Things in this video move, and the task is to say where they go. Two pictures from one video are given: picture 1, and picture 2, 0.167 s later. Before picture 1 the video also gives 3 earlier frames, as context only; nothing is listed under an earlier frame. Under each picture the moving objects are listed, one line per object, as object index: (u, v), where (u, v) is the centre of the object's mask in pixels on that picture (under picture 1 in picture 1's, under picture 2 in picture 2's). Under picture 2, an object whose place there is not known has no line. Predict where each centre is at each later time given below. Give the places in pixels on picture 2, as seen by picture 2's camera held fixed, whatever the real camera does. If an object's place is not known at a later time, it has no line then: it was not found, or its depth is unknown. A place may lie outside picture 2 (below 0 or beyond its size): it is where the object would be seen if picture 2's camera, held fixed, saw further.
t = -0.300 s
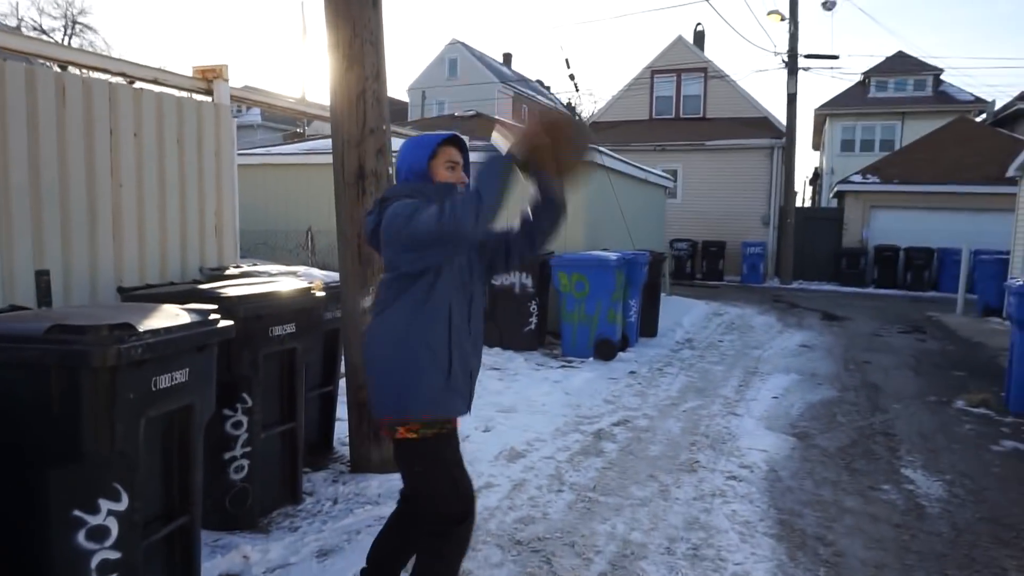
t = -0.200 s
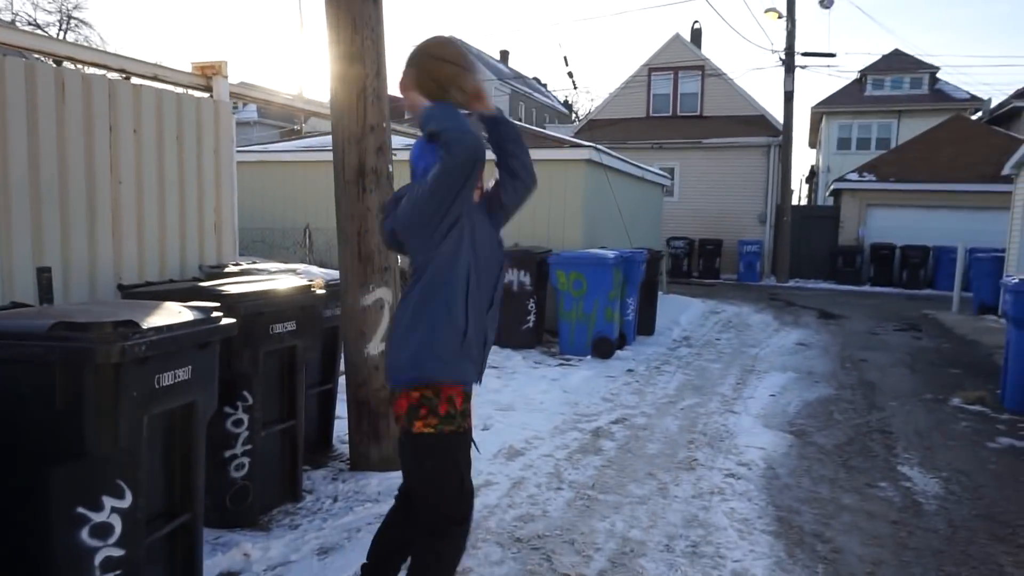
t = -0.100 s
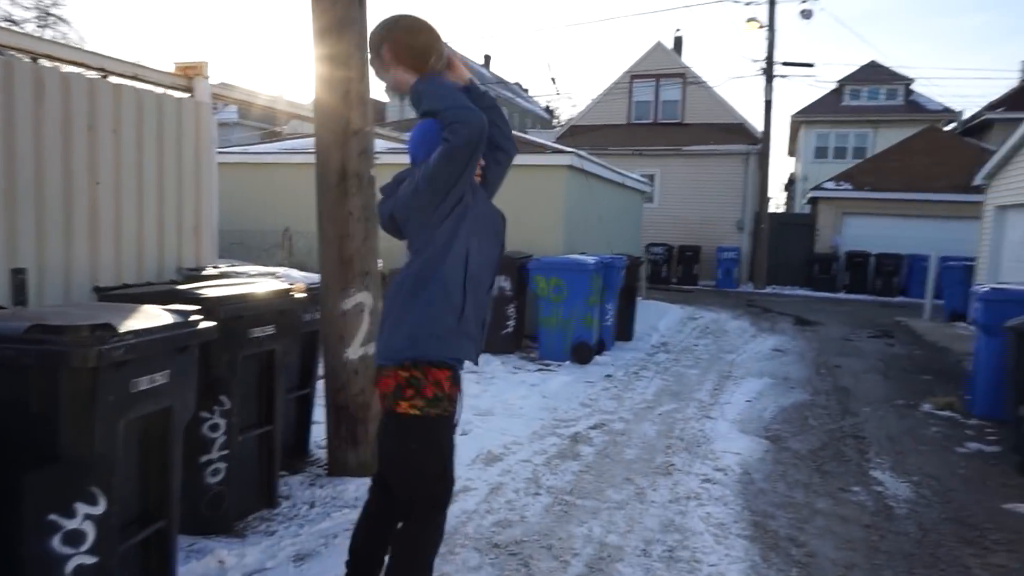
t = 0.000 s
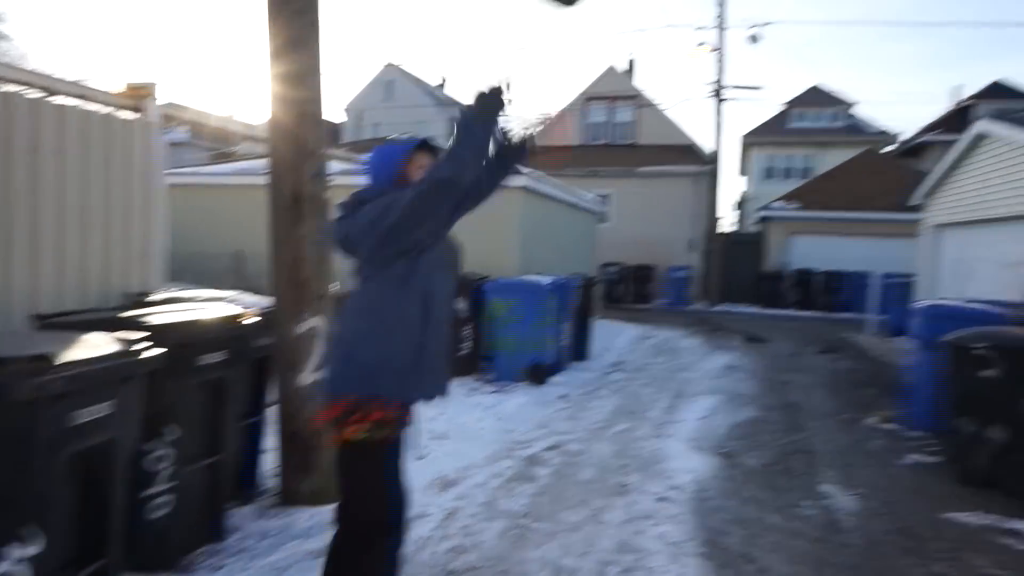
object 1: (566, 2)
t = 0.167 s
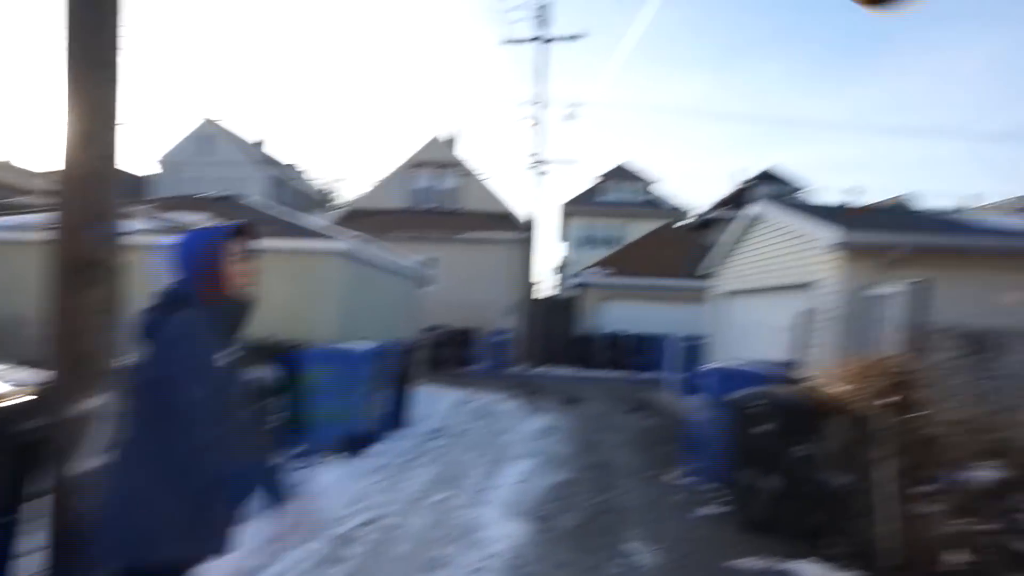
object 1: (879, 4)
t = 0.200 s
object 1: (981, -12)
